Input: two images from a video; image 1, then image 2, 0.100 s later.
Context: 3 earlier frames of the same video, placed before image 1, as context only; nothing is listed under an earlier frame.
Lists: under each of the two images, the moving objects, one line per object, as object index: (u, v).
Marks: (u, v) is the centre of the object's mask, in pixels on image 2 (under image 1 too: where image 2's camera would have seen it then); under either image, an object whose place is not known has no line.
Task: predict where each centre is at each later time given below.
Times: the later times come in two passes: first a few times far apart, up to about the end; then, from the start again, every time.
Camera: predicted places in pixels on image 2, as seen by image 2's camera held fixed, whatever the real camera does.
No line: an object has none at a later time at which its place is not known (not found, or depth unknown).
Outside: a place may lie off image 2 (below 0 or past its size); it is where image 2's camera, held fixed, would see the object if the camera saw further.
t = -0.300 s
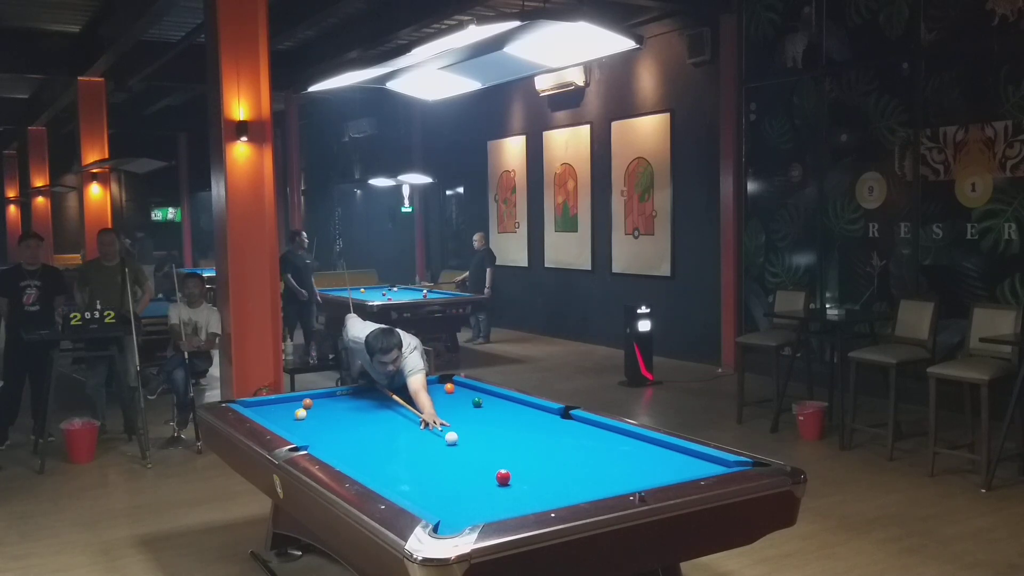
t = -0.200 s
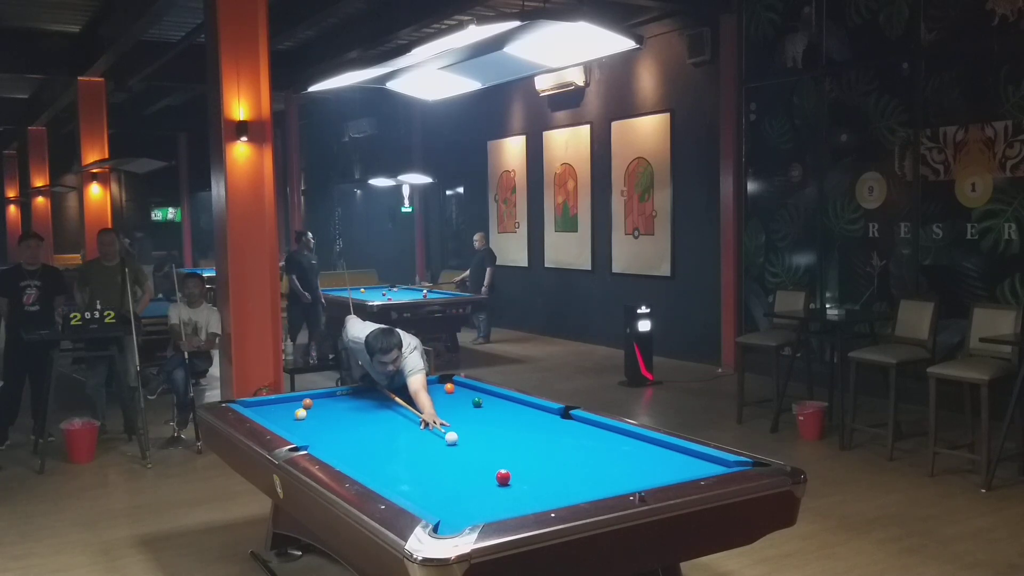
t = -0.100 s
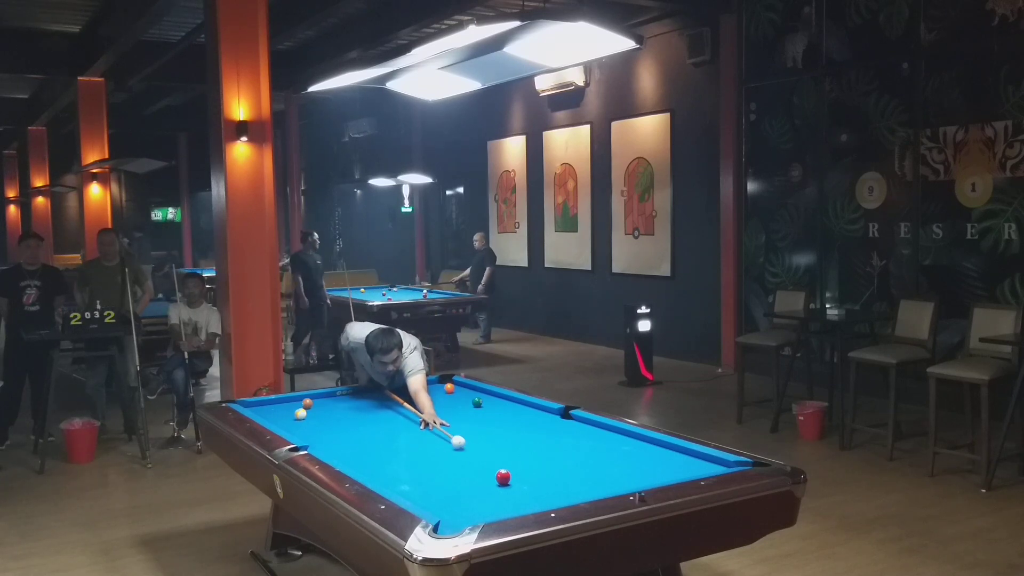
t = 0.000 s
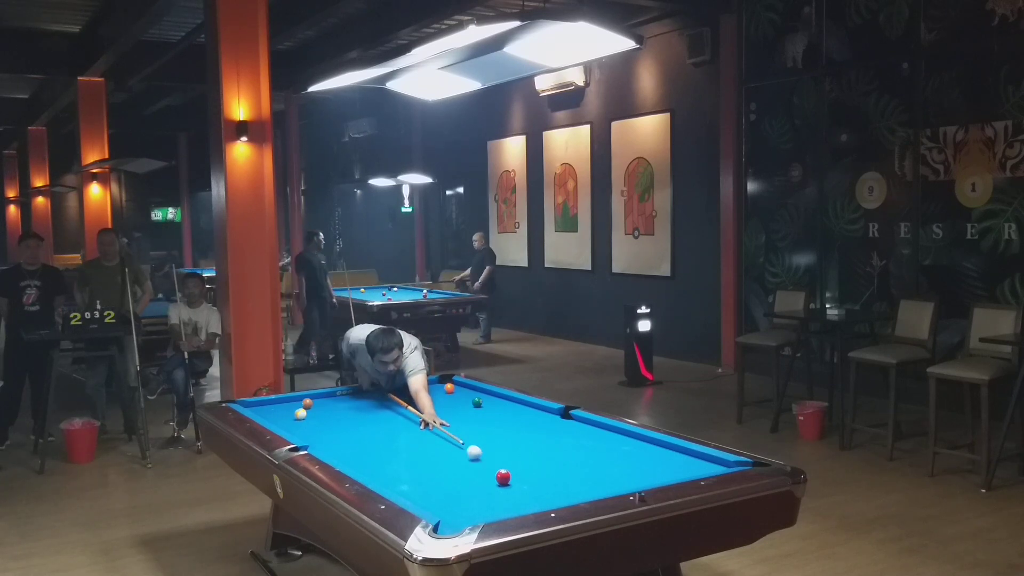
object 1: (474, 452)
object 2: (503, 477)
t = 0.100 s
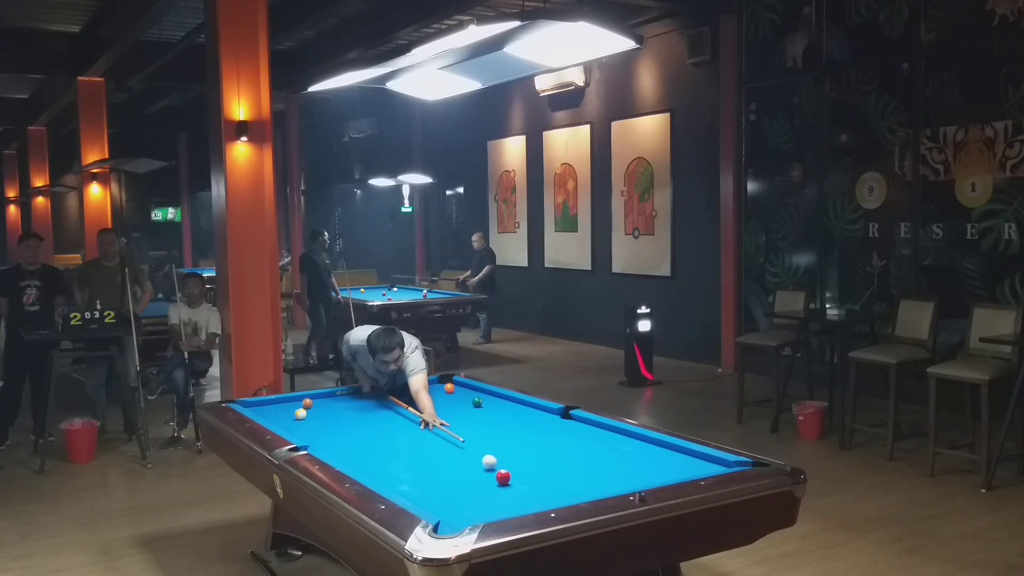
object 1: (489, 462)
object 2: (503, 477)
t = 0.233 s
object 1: (512, 472)
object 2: (501, 479)
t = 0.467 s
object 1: (561, 479)
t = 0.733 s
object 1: (620, 485)
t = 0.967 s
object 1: (640, 479)
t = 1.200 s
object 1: (648, 468)
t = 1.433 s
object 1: (656, 458)
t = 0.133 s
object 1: (494, 465)
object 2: (503, 477)
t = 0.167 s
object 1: (498, 466)
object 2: (503, 477)
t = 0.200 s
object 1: (504, 468)
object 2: (503, 477)
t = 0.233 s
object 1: (512, 472)
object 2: (501, 479)
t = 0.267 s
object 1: (518, 473)
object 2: (499, 481)
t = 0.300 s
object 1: (525, 474)
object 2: (497, 484)
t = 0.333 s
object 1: (533, 474)
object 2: (495, 486)
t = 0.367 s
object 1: (540, 475)
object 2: (493, 489)
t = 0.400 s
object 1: (547, 477)
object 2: (492, 491)
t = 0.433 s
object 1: (554, 478)
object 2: (490, 493)
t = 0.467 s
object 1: (561, 479)
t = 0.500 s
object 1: (568, 480)
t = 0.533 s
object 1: (576, 481)
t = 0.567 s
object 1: (583, 482)
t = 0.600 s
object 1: (590, 483)
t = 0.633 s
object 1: (598, 484)
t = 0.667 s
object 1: (605, 485)
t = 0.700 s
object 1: (612, 485)
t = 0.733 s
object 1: (620, 485)
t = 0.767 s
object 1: (627, 485)
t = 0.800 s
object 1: (633, 485)
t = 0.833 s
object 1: (634, 484)
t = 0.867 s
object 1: (635, 482)
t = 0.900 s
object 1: (637, 481)
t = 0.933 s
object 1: (639, 480)
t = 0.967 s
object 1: (640, 479)
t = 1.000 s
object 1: (641, 478)
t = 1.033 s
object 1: (642, 476)
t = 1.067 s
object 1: (643, 474)
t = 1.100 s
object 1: (645, 473)
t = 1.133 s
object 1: (646, 471)
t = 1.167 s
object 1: (647, 470)
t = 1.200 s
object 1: (648, 468)
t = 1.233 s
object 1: (649, 466)
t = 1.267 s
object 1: (650, 465)
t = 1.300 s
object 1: (651, 464)
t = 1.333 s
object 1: (653, 462)
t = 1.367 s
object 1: (654, 461)
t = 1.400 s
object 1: (655, 459)
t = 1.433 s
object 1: (656, 458)
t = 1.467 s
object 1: (657, 457)
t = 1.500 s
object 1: (658, 455)
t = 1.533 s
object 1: (659, 454)
